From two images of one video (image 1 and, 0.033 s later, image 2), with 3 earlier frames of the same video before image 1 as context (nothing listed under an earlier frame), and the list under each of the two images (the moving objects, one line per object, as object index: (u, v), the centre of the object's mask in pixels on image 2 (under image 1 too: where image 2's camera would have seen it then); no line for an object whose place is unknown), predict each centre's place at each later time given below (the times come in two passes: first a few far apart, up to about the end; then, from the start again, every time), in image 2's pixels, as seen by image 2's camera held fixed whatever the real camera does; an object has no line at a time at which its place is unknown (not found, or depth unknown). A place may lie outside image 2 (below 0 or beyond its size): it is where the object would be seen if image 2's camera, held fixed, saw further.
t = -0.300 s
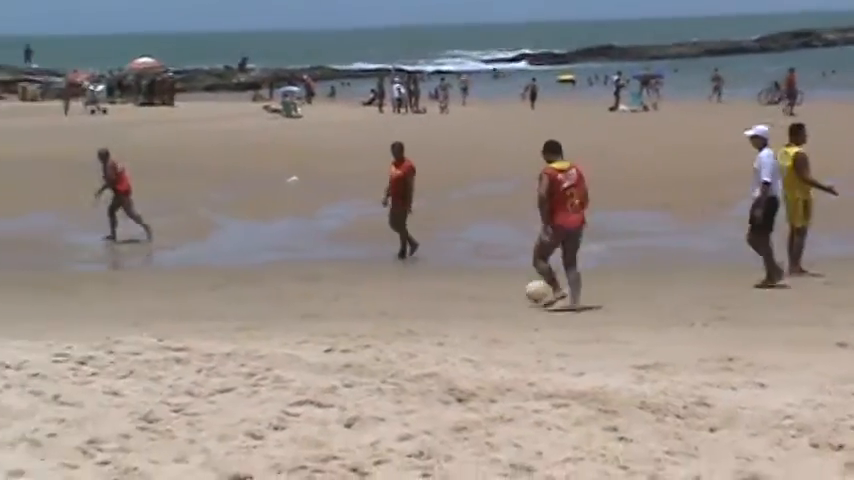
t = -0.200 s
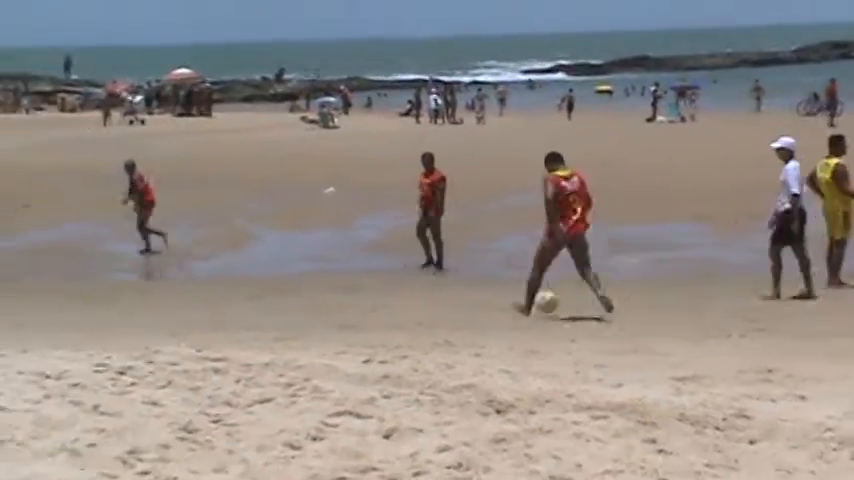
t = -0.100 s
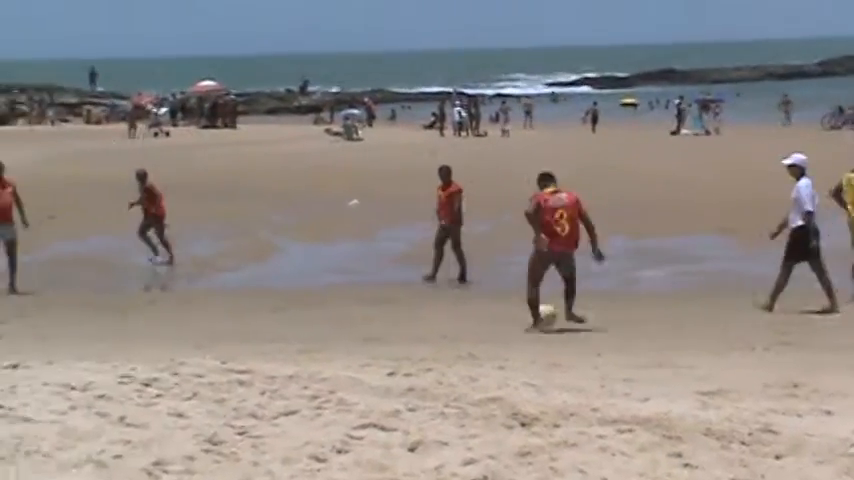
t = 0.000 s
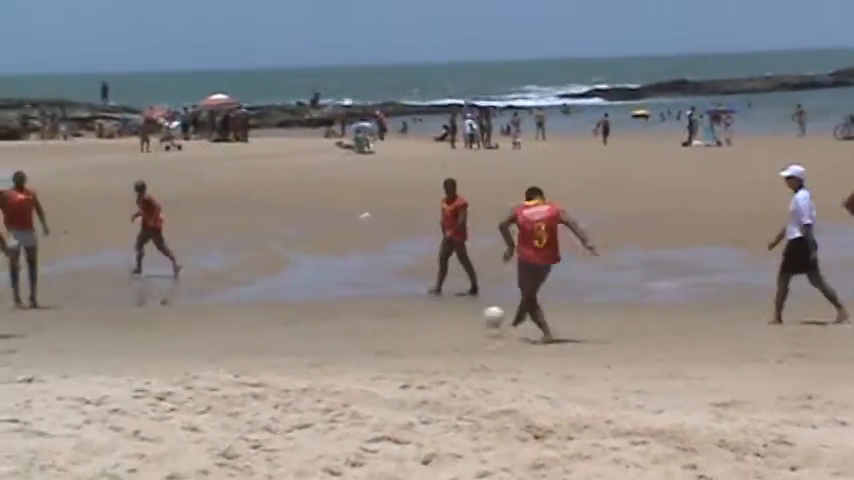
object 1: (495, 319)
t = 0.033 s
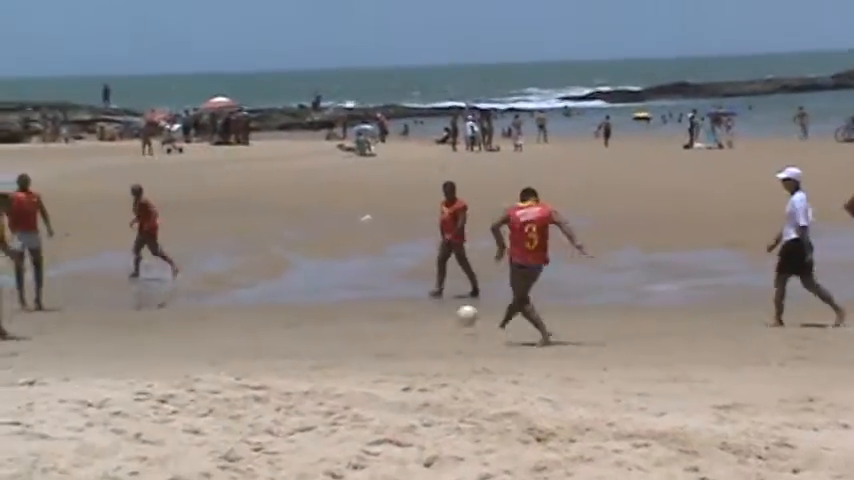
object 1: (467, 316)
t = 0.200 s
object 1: (346, 308)
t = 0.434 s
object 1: (224, 304)
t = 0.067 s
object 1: (439, 312)
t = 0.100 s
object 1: (415, 310)
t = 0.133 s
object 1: (391, 309)
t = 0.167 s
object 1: (367, 309)
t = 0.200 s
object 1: (346, 308)
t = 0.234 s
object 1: (326, 312)
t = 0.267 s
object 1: (305, 314)
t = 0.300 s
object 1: (288, 312)
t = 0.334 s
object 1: (271, 308)
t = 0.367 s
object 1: (255, 305)
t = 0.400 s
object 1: (240, 304)
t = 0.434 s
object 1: (224, 304)
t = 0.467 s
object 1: (211, 305)
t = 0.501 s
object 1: (198, 307)
